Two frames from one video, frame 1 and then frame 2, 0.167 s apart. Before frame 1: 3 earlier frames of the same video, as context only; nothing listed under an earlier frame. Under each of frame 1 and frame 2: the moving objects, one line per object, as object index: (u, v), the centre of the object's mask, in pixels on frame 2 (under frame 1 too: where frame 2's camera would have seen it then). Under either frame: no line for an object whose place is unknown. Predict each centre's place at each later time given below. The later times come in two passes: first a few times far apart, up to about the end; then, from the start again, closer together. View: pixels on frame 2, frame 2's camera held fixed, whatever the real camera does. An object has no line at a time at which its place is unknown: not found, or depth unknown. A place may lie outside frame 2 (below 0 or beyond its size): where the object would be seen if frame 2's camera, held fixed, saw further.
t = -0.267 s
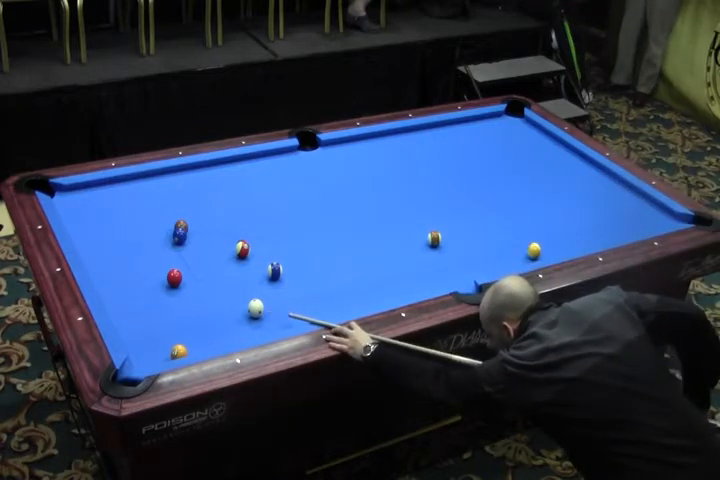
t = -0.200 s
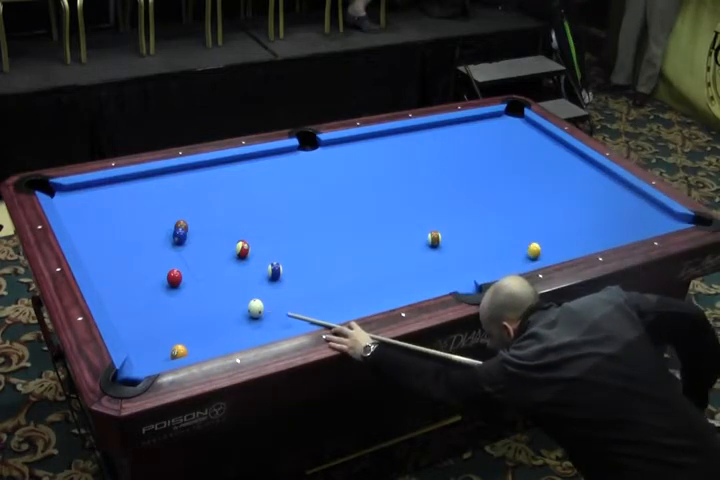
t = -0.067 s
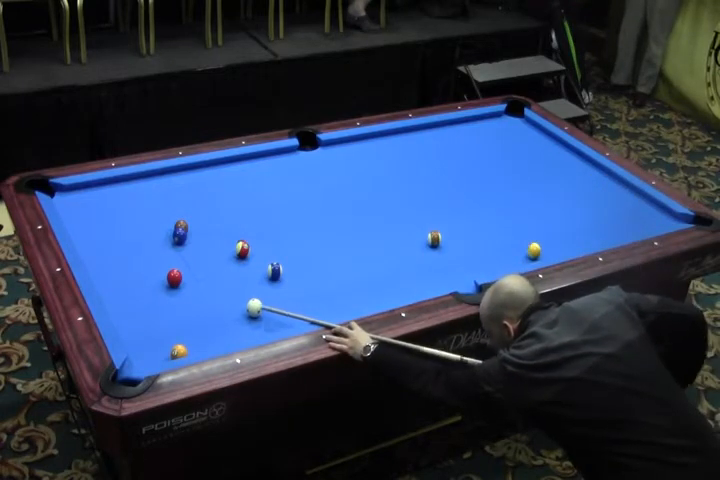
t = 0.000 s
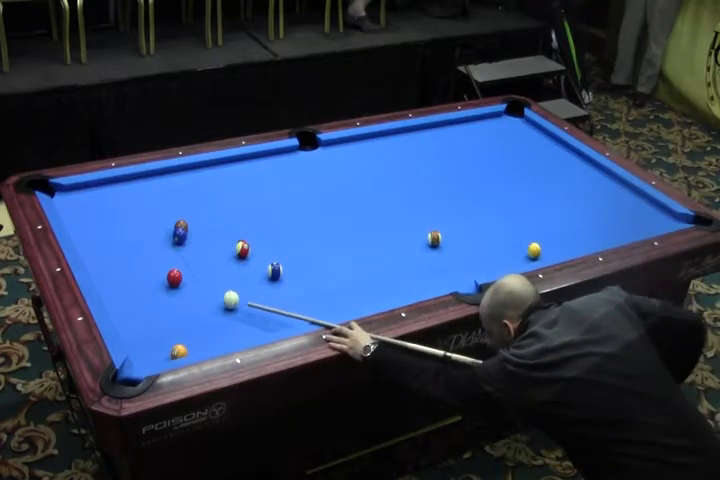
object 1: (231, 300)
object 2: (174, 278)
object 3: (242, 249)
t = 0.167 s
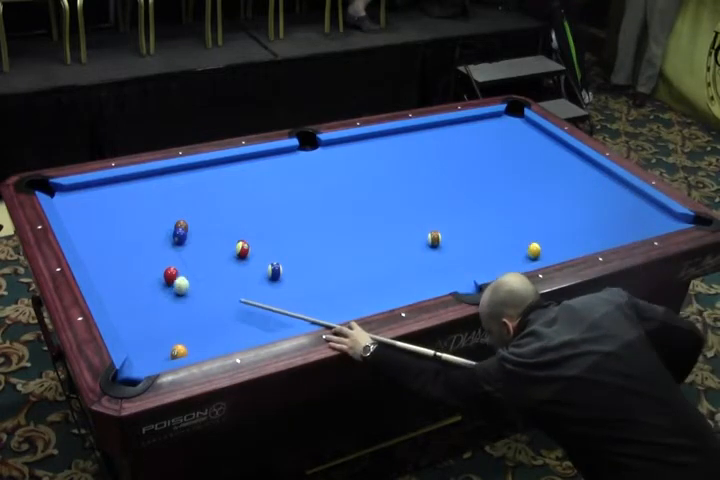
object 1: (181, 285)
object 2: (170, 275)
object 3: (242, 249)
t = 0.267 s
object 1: (168, 288)
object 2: (154, 264)
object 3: (242, 249)
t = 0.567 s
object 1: (121, 292)
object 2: (120, 238)
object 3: (242, 249)
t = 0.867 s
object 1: (120, 288)
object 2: (89, 215)
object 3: (242, 248)
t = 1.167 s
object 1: (141, 281)
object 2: (61, 195)
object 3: (242, 249)
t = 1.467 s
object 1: (159, 275)
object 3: (242, 249)
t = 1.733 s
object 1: (175, 270)
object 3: (242, 249)
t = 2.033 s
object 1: (190, 265)
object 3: (242, 249)
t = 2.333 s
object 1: (203, 260)
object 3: (242, 249)
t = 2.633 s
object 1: (215, 255)
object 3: (242, 249)
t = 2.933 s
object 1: (225, 251)
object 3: (242, 249)
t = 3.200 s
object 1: (229, 250)
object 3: (245, 248)
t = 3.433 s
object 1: (230, 249)
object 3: (248, 247)
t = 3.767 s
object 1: (230, 248)
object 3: (250, 246)
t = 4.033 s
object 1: (230, 249)
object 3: (251, 246)
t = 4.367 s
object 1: (230, 249)
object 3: (254, 247)
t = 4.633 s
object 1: (230, 249)
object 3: (254, 247)
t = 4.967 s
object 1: (230, 249)
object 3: (254, 247)
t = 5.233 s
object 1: (230, 248)
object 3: (254, 247)
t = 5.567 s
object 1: (230, 249)
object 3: (254, 247)
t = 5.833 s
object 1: (230, 249)
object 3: (254, 247)
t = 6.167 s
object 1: (230, 249)
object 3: (254, 247)
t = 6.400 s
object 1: (230, 249)
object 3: (254, 247)
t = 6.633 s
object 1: (230, 249)
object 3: (254, 247)
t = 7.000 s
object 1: (230, 249)
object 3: (254, 247)
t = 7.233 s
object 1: (230, 249)
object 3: (254, 247)
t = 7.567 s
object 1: (230, 249)
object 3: (254, 247)
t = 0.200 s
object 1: (177, 286)
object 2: (165, 271)
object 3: (242, 249)
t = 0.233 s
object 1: (173, 288)
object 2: (159, 267)
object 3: (242, 249)
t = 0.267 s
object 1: (168, 288)
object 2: (154, 264)
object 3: (242, 249)
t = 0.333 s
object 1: (157, 289)
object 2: (146, 257)
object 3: (242, 249)
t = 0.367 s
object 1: (152, 289)
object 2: (142, 254)
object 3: (242, 249)
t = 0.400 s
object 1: (146, 290)
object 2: (138, 251)
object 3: (242, 249)
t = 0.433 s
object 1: (141, 290)
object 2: (134, 248)
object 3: (242, 249)
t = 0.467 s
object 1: (136, 291)
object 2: (130, 246)
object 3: (242, 249)
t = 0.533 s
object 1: (126, 292)
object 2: (123, 240)
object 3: (242, 249)
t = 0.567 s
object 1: (121, 292)
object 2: (120, 238)
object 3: (242, 249)
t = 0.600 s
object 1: (115, 292)
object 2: (116, 235)
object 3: (242, 249)
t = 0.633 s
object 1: (110, 293)
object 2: (113, 232)
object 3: (242, 249)
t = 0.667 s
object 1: (106, 293)
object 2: (109, 230)
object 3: (242, 249)
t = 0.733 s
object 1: (109, 292)
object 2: (102, 225)
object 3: (242, 249)
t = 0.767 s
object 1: (112, 291)
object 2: (99, 222)
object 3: (242, 249)
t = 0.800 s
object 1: (115, 290)
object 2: (95, 220)
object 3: (242, 249)
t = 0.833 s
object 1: (117, 289)
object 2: (92, 218)
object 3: (242, 249)
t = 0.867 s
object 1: (120, 288)
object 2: (89, 215)
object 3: (242, 248)
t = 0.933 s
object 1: (124, 287)
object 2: (83, 210)
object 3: (242, 249)
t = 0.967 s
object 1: (127, 286)
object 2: (79, 208)
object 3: (242, 249)
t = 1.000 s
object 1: (129, 285)
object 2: (76, 206)
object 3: (242, 249)
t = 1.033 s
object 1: (132, 284)
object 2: (73, 204)
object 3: (242, 249)
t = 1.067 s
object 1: (134, 284)
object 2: (70, 202)
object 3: (242, 249)
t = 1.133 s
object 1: (139, 282)
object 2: (64, 197)
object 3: (242, 249)
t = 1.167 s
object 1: (141, 281)
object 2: (61, 195)
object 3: (242, 249)
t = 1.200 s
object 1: (143, 281)
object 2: (58, 193)
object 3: (242, 249)
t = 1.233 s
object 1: (145, 280)
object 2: (55, 191)
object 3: (242, 249)
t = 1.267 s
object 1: (147, 279)
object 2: (53, 189)
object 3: (242, 249)
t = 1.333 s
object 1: (151, 278)
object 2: (47, 190)
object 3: (242, 249)
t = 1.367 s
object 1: (153, 277)
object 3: (242, 249)
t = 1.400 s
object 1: (156, 276)
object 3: (242, 249)
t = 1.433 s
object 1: (158, 276)
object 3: (242, 249)
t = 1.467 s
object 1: (159, 275)
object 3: (242, 249)
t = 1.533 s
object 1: (163, 274)
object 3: (242, 249)
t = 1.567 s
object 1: (166, 273)
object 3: (242, 249)
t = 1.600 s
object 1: (167, 272)
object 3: (242, 249)
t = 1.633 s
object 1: (169, 272)
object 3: (242, 249)
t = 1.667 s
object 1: (171, 271)
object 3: (242, 249)
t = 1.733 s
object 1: (175, 270)
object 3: (242, 249)
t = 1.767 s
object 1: (177, 270)
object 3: (242, 249)
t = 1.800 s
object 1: (178, 269)
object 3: (242, 249)
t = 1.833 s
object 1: (180, 268)
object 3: (242, 249)
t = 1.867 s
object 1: (182, 268)
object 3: (242, 249)
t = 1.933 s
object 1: (186, 266)
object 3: (242, 249)
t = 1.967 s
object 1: (187, 266)
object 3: (242, 249)
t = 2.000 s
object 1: (189, 265)
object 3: (242, 249)
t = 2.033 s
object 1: (190, 265)
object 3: (242, 249)
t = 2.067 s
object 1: (192, 264)
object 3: (242, 249)
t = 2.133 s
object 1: (195, 263)
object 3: (242, 249)
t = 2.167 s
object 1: (196, 262)
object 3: (242, 249)
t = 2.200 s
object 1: (198, 262)
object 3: (242, 249)
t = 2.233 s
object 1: (199, 262)
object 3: (242, 249)
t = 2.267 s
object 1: (200, 261)
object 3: (242, 249)
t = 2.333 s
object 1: (203, 260)
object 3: (242, 249)
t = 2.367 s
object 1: (205, 259)
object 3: (242, 249)
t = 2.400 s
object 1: (206, 259)
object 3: (242, 249)
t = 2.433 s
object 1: (207, 258)
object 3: (242, 249)
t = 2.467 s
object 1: (209, 258)
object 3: (242, 249)
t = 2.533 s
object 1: (211, 257)
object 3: (242, 249)
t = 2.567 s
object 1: (213, 256)
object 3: (242, 249)
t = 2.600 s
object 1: (214, 256)
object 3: (242, 249)
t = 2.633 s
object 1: (215, 255)
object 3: (242, 249)
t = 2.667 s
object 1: (216, 255)
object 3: (242, 249)
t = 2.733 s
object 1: (219, 254)
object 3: (242, 248)
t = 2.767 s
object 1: (220, 254)
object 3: (242, 248)
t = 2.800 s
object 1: (221, 253)
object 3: (242, 248)
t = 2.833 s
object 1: (222, 253)
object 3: (242, 248)
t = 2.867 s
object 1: (224, 252)
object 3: (242, 249)
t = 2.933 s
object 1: (225, 251)
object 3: (242, 249)
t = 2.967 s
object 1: (227, 251)
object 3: (242, 249)
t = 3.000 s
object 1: (228, 251)
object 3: (242, 249)
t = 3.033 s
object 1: (228, 251)
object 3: (242, 249)
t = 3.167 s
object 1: (229, 250)
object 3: (244, 248)
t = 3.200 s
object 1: (229, 250)
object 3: (245, 248)
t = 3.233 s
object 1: (229, 250)
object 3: (246, 248)
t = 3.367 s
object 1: (230, 249)
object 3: (247, 247)
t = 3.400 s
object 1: (230, 249)
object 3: (248, 247)
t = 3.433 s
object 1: (230, 249)
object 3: (248, 247)
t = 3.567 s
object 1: (230, 249)
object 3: (249, 247)
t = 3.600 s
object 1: (230, 249)
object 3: (249, 247)
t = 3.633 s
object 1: (230, 249)
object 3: (250, 247)
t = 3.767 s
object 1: (230, 248)
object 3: (250, 246)
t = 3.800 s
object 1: (231, 248)
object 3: (250, 246)
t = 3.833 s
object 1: (230, 248)
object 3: (251, 246)
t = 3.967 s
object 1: (230, 249)
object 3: (251, 246)
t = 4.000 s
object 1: (230, 249)
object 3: (251, 246)
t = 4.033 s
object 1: (230, 249)
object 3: (251, 246)
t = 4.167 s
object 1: (230, 249)
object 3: (252, 246)
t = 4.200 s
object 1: (230, 249)
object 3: (252, 246)
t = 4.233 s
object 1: (230, 249)
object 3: (252, 246)
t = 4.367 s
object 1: (230, 249)
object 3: (254, 247)
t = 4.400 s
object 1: (230, 249)
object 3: (254, 247)
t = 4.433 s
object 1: (230, 249)
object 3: (254, 247)
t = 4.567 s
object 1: (230, 249)
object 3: (254, 247)
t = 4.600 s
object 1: (230, 249)
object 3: (254, 247)
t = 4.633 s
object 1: (230, 249)
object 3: (254, 247)
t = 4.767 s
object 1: (230, 248)
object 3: (254, 247)
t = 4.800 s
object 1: (230, 249)
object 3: (254, 247)
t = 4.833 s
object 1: (230, 248)
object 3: (254, 247)
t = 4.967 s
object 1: (230, 249)
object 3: (254, 247)
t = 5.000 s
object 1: (230, 249)
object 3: (254, 247)
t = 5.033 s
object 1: (230, 249)
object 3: (254, 247)
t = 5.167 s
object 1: (230, 248)
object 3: (254, 247)
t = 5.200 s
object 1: (230, 248)
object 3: (254, 247)
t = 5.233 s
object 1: (230, 248)
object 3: (254, 247)
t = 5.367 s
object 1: (230, 248)
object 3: (254, 247)
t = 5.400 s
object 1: (230, 248)
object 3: (254, 247)
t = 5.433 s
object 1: (230, 249)
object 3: (254, 247)
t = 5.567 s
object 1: (230, 249)
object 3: (254, 247)
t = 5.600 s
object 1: (230, 249)
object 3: (254, 247)
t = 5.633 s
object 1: (230, 249)
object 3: (254, 247)
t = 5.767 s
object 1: (230, 249)
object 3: (254, 247)
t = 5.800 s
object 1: (230, 249)
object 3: (254, 247)
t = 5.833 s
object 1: (230, 249)
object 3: (254, 247)
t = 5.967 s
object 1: (230, 249)
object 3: (254, 247)
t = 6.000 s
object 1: (230, 249)
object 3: (254, 247)
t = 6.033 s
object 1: (230, 249)
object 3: (254, 247)
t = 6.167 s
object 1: (230, 249)
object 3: (254, 247)
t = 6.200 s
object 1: (230, 249)
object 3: (254, 247)
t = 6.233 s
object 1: (230, 249)
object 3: (254, 247)
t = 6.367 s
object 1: (230, 249)
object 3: (254, 247)
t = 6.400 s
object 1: (230, 249)
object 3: (254, 247)
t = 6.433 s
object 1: (230, 249)
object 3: (254, 247)
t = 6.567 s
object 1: (230, 249)
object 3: (254, 247)
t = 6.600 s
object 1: (230, 249)
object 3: (254, 247)
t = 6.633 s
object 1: (230, 249)
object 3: (254, 247)
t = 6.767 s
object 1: (230, 249)
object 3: (254, 247)
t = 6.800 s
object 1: (230, 249)
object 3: (254, 247)
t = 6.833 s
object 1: (230, 249)
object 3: (254, 247)
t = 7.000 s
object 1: (230, 249)
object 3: (254, 247)
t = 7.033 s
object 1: (230, 249)
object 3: (254, 247)
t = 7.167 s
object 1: (230, 249)
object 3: (254, 247)
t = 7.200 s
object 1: (230, 249)
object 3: (254, 247)
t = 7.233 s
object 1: (230, 249)
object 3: (254, 247)
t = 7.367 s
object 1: (230, 249)
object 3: (254, 247)
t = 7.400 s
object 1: (230, 249)
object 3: (254, 247)
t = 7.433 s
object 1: (230, 249)
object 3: (254, 247)
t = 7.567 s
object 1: (230, 249)
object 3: (254, 247)
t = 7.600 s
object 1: (230, 249)
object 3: (254, 247)
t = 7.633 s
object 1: (230, 249)
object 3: (254, 247)
